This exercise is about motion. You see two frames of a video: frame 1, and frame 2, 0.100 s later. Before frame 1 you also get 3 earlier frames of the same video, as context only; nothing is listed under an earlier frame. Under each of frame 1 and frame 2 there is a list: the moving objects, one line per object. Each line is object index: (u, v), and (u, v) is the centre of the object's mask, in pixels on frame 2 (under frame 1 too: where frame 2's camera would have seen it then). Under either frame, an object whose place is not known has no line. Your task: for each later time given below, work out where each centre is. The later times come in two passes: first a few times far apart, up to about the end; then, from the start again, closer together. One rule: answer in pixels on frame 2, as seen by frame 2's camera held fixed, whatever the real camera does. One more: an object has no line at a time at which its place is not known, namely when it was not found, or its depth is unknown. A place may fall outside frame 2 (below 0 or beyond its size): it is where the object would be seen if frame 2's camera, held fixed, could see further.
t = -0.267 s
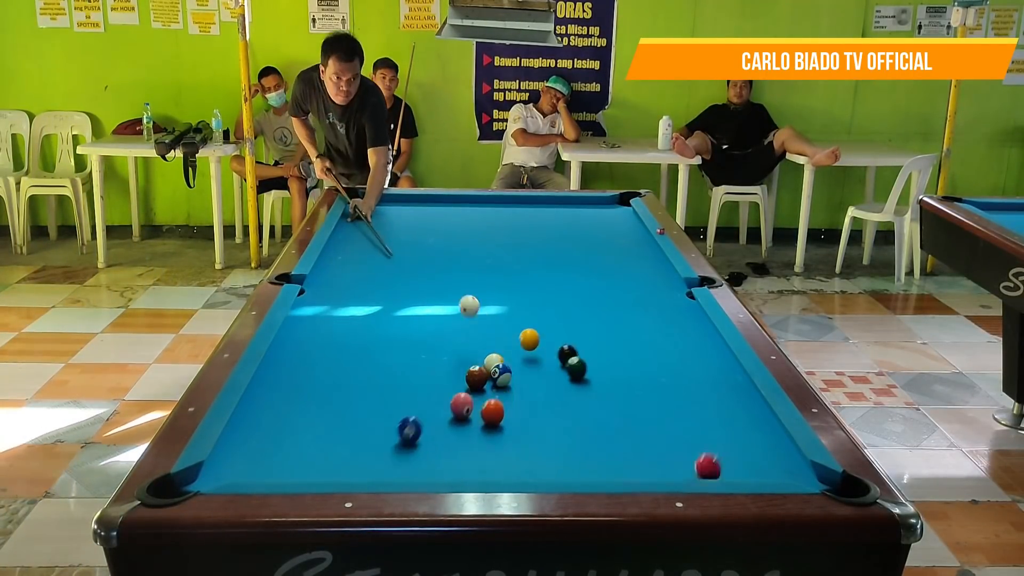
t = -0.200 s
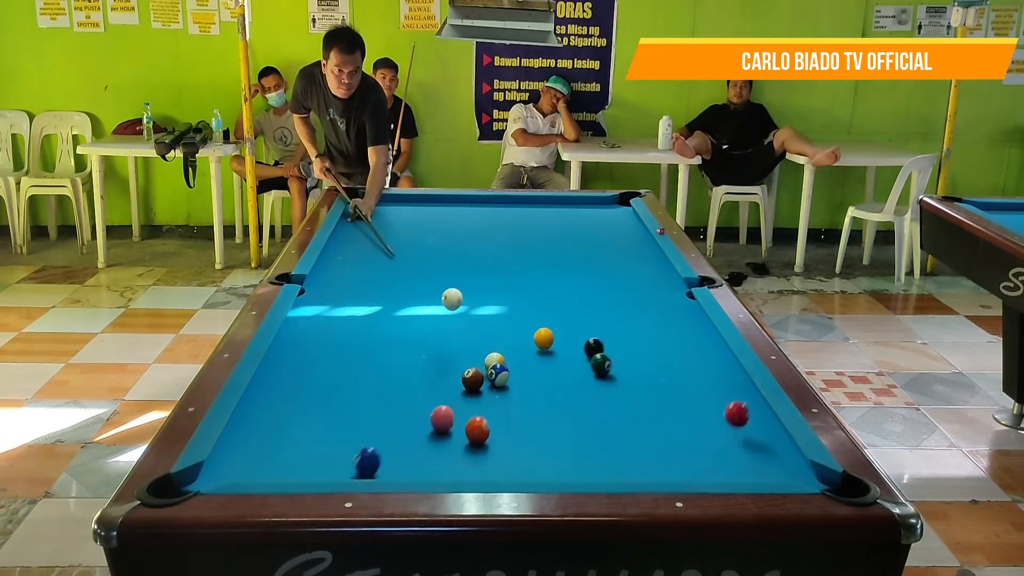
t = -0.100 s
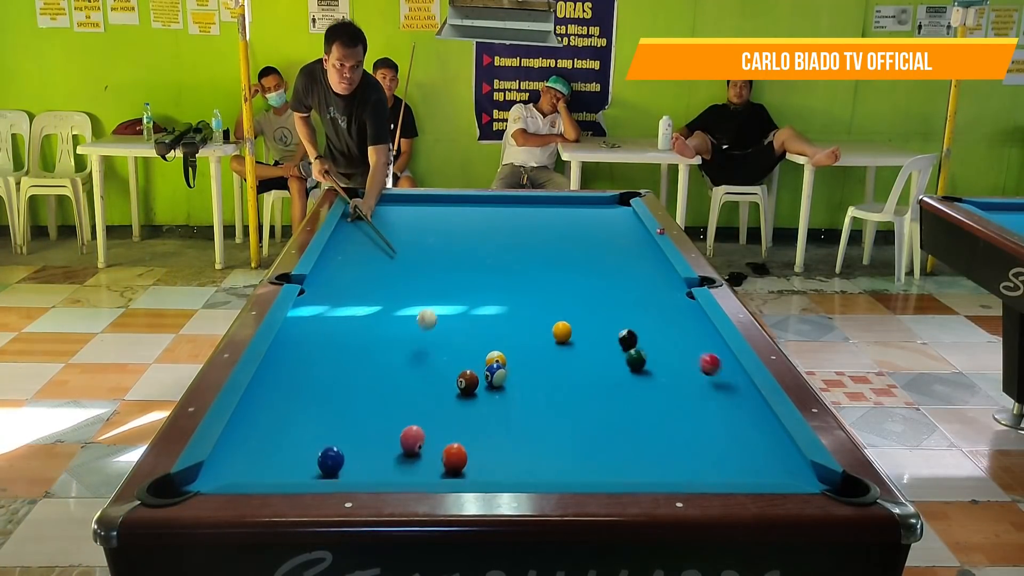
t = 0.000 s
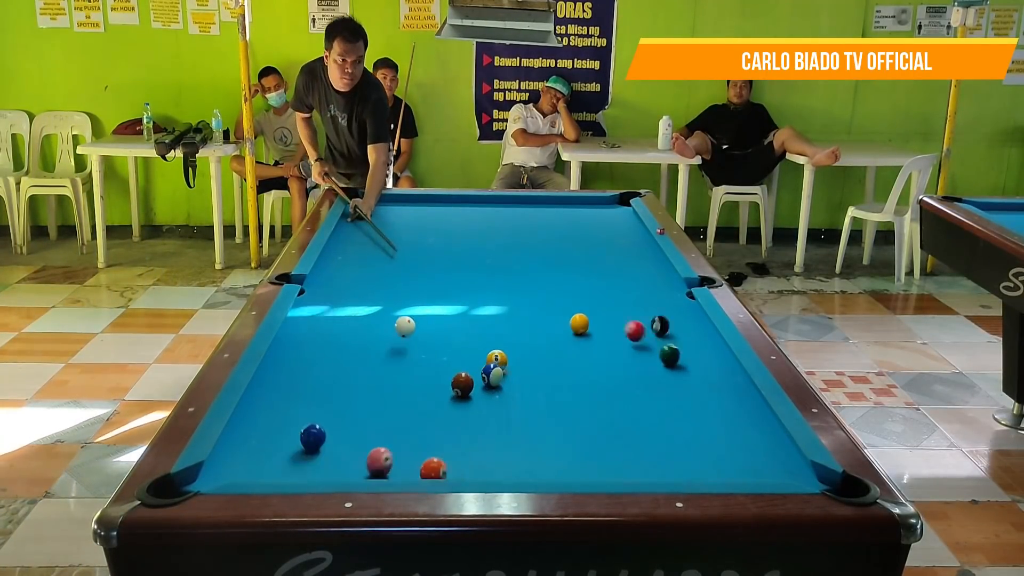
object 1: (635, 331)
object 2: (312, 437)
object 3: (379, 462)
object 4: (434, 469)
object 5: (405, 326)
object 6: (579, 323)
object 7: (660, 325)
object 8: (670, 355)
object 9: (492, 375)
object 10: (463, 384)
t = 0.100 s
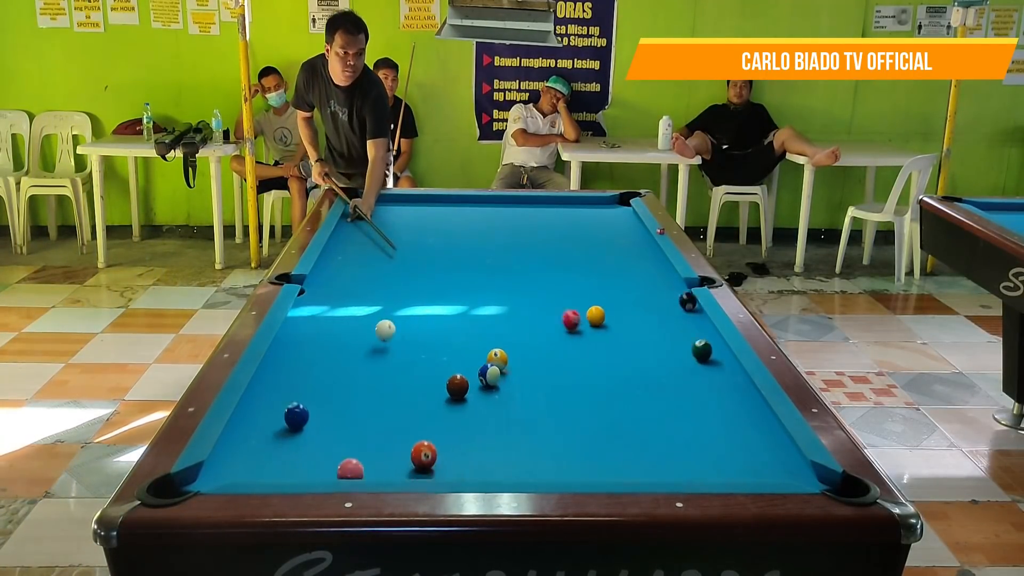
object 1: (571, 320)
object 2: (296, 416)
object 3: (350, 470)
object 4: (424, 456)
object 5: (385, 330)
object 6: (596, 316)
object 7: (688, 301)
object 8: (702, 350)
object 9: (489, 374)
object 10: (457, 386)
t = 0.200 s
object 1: (518, 308)
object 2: (281, 397)
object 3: (335, 460)
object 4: (414, 441)
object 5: (367, 335)
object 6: (611, 309)
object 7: (657, 287)
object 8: (709, 345)
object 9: (486, 375)
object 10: (453, 389)
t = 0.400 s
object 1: (429, 287)
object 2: (279, 365)
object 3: (308, 435)
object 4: (398, 413)
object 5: (339, 346)
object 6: (640, 295)
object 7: (609, 263)
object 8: (664, 332)
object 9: (483, 375)
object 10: (445, 393)
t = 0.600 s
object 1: (351, 268)
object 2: (314, 339)
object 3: (284, 414)
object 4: (384, 390)
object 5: (313, 357)
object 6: (666, 283)
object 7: (568, 243)
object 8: (623, 321)
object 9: (480, 375)
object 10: (435, 396)
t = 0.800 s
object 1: (354, 258)
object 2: (344, 319)
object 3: (262, 395)
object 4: (372, 369)
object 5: (288, 369)
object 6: (659, 274)
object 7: (533, 225)
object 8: (585, 310)
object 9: (480, 375)
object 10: (428, 399)
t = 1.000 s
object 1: (392, 254)
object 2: (370, 300)
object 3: (269, 390)
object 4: (360, 351)
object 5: (268, 369)
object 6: (639, 268)
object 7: (502, 210)
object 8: (551, 301)
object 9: (480, 375)
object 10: (423, 403)
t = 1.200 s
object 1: (427, 250)
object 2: (393, 284)
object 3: (280, 396)
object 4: (351, 335)
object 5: (280, 363)
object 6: (620, 262)
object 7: (474, 199)
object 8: (519, 292)
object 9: (481, 375)
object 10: (419, 404)
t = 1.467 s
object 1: (470, 246)
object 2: (419, 265)
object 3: (293, 403)
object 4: (339, 316)
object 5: (295, 353)
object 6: (597, 255)
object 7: (429, 208)
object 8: (480, 281)
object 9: (481, 375)
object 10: (413, 405)
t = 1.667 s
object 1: (501, 243)
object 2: (437, 252)
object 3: (303, 408)
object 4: (332, 304)
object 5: (305, 346)
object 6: (581, 250)
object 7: (394, 216)
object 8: (454, 274)
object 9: (481, 374)
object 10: (410, 406)
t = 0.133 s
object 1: (552, 316)
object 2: (291, 409)
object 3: (345, 467)
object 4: (421, 451)
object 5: (379, 337)
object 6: (601, 313)
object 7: (681, 296)
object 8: (712, 349)
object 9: (488, 374)
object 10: (456, 387)
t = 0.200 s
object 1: (518, 308)
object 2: (281, 397)
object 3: (335, 460)
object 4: (414, 441)
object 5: (367, 335)
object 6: (611, 309)
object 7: (657, 287)
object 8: (709, 345)
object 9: (486, 375)
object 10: (453, 389)
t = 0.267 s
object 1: (487, 300)
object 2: (273, 385)
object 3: (325, 451)
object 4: (409, 431)
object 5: (357, 339)
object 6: (621, 304)
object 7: (640, 278)
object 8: (693, 341)
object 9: (485, 375)
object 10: (450, 391)
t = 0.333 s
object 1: (458, 293)
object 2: (266, 374)
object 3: (316, 444)
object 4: (403, 422)
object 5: (347, 342)
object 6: (631, 299)
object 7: (624, 271)
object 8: (678, 336)
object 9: (484, 375)
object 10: (447, 392)
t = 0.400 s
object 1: (429, 287)
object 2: (279, 365)
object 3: (308, 435)
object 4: (398, 413)
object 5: (339, 346)
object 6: (640, 295)
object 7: (609, 263)
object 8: (664, 332)
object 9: (483, 375)
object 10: (445, 393)
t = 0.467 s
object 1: (402, 280)
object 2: (291, 356)
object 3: (299, 428)
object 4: (393, 405)
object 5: (330, 350)
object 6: (649, 290)
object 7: (595, 256)
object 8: (650, 328)
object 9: (482, 375)
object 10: (442, 394)
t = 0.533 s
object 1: (376, 274)
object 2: (302, 348)
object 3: (291, 421)
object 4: (389, 398)
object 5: (322, 354)
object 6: (657, 286)
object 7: (581, 249)
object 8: (636, 324)
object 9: (481, 375)
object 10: (439, 395)
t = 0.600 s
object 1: (351, 268)
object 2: (314, 339)
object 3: (284, 414)
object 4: (384, 390)
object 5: (313, 357)
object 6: (666, 283)
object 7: (568, 243)
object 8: (623, 321)
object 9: (480, 375)
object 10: (435, 396)
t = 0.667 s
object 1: (328, 261)
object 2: (324, 333)
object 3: (276, 407)
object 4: (380, 383)
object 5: (305, 361)
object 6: (674, 279)
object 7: (556, 237)
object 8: (610, 317)
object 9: (480, 375)
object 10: (433, 397)
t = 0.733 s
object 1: (339, 259)
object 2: (334, 326)
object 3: (269, 401)
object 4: (376, 376)
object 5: (297, 365)
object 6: (666, 276)
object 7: (544, 231)
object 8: (597, 314)
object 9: (480, 375)
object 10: (431, 398)
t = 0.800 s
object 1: (354, 258)
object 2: (344, 319)
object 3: (262, 395)
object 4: (372, 369)
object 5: (288, 369)
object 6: (659, 274)
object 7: (533, 225)
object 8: (585, 310)
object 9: (480, 375)
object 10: (428, 399)
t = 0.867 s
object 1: (367, 257)
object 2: (353, 312)
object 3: (259, 389)
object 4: (368, 363)
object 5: (279, 373)
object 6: (652, 272)
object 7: (522, 220)
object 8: (573, 307)
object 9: (480, 375)
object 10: (426, 401)
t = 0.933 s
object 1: (380, 255)
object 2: (362, 306)
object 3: (266, 387)
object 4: (364, 357)
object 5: (274, 371)
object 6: (645, 270)
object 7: (512, 215)
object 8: (562, 304)
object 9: (480, 375)
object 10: (424, 402)
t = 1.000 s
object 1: (392, 254)
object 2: (370, 300)
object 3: (269, 390)
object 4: (360, 351)
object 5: (268, 369)
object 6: (639, 268)
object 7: (502, 210)
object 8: (551, 301)
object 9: (480, 375)
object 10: (423, 403)
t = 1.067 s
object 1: (403, 253)
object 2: (378, 294)
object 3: (273, 392)
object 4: (357, 346)
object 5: (271, 368)
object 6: (632, 266)
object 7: (493, 205)
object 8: (540, 298)
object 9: (481, 375)
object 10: (422, 404)
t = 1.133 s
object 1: (415, 252)
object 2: (386, 289)
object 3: (276, 394)
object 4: (354, 340)
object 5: (276, 365)
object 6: (626, 264)
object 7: (484, 201)
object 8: (529, 294)
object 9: (481, 375)
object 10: (420, 404)
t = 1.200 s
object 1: (427, 250)
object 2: (393, 284)
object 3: (280, 396)
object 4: (351, 335)
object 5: (280, 363)
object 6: (620, 262)
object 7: (474, 199)
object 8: (519, 292)
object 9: (481, 375)
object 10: (419, 404)
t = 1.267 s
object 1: (438, 249)
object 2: (400, 279)
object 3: (284, 398)
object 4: (348, 330)
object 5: (284, 361)
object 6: (614, 260)
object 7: (463, 202)
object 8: (509, 289)
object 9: (481, 375)
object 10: (417, 405)
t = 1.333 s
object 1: (449, 248)
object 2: (407, 274)
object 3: (287, 399)
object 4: (345, 325)
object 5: (287, 358)
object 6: (608, 258)
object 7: (452, 204)
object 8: (499, 286)
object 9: (481, 375)
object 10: (415, 405)
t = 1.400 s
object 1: (460, 247)
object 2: (413, 270)
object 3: (290, 401)
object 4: (342, 321)
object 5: (291, 356)
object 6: (602, 257)
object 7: (441, 206)
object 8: (490, 284)
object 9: (481, 375)
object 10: (415, 405)
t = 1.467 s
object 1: (470, 246)
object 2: (419, 265)
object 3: (293, 403)
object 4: (339, 316)
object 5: (295, 353)
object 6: (597, 255)
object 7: (429, 208)
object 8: (480, 281)
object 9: (481, 375)
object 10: (413, 405)
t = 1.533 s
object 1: (480, 245)
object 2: (426, 261)
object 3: (297, 405)
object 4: (336, 312)
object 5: (298, 351)
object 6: (591, 253)
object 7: (418, 211)
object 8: (471, 279)
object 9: (481, 374)
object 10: (412, 405)
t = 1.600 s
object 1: (491, 243)
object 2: (431, 257)
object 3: (300, 407)
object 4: (334, 307)
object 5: (302, 349)
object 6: (586, 252)
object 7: (406, 213)
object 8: (463, 276)
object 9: (481, 374)
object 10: (411, 406)
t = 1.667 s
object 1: (501, 243)
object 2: (437, 252)
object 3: (303, 408)
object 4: (332, 304)
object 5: (305, 346)
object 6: (581, 250)
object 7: (394, 216)
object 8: (454, 274)
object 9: (481, 374)
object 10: (410, 406)
